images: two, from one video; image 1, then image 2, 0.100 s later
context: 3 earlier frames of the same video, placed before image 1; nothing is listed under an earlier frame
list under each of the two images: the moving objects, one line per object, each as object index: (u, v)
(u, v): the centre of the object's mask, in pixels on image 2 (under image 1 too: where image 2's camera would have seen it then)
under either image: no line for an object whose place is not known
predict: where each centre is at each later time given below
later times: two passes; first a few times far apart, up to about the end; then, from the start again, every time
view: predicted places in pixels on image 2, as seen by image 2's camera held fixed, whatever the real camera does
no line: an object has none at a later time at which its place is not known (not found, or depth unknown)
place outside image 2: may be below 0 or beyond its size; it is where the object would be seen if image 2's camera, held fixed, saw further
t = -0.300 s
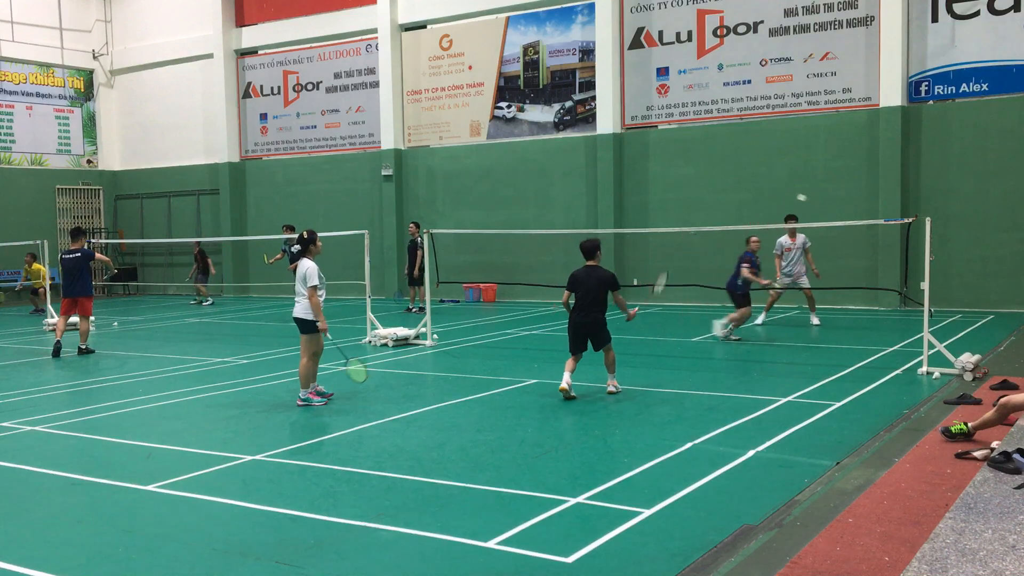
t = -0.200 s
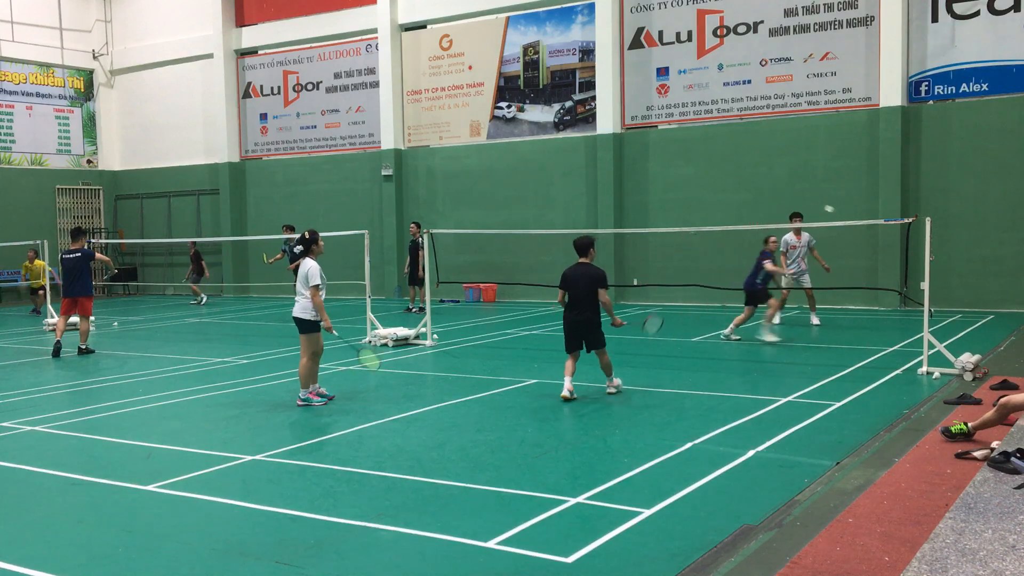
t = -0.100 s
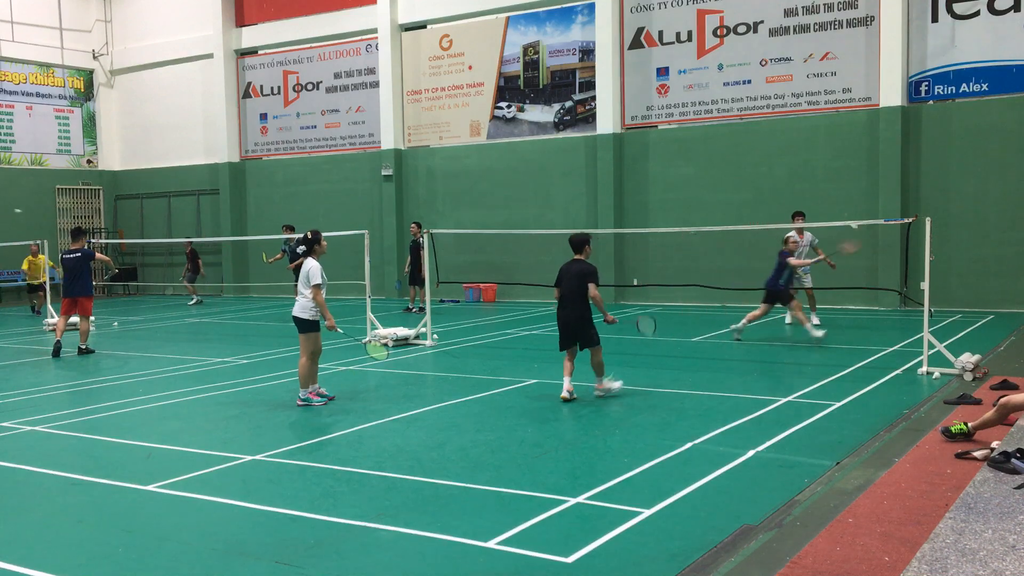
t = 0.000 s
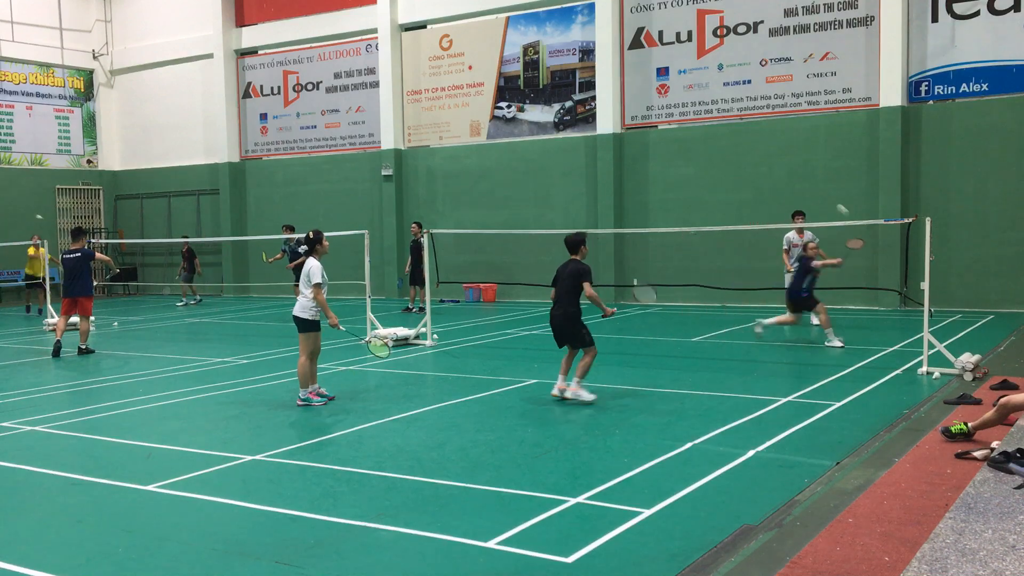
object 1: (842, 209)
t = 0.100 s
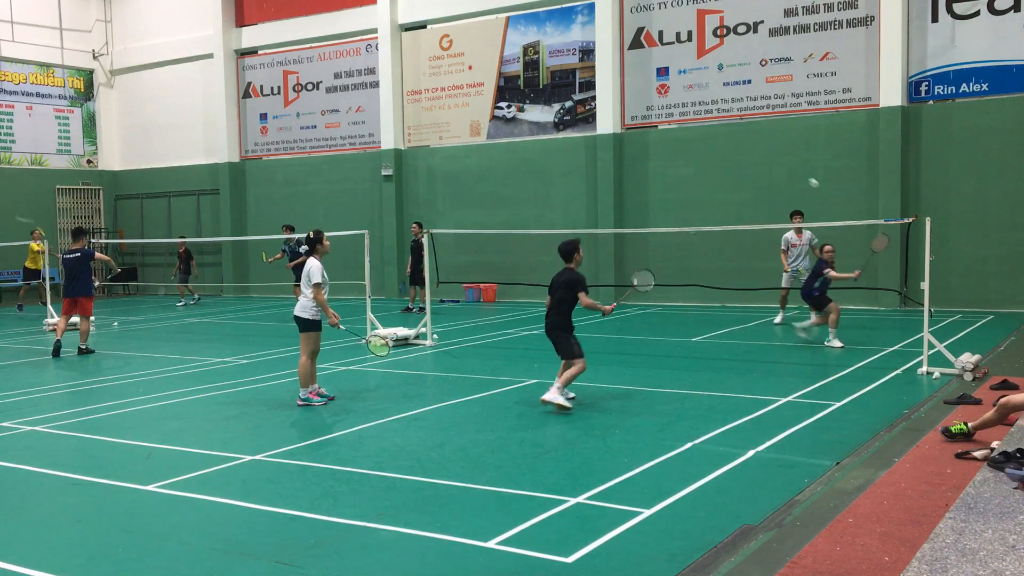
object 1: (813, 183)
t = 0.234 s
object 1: (779, 163)
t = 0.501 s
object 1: (714, 187)
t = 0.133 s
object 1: (805, 176)
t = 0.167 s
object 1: (796, 171)
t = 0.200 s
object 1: (787, 166)
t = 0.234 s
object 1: (779, 163)
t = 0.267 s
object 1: (771, 162)
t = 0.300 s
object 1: (762, 161)
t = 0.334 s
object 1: (755, 162)
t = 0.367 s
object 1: (746, 165)
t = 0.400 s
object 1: (738, 168)
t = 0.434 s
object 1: (731, 173)
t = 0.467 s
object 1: (723, 180)
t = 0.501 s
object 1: (714, 187)
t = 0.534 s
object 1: (707, 196)
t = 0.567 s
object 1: (699, 207)
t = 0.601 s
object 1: (691, 218)
